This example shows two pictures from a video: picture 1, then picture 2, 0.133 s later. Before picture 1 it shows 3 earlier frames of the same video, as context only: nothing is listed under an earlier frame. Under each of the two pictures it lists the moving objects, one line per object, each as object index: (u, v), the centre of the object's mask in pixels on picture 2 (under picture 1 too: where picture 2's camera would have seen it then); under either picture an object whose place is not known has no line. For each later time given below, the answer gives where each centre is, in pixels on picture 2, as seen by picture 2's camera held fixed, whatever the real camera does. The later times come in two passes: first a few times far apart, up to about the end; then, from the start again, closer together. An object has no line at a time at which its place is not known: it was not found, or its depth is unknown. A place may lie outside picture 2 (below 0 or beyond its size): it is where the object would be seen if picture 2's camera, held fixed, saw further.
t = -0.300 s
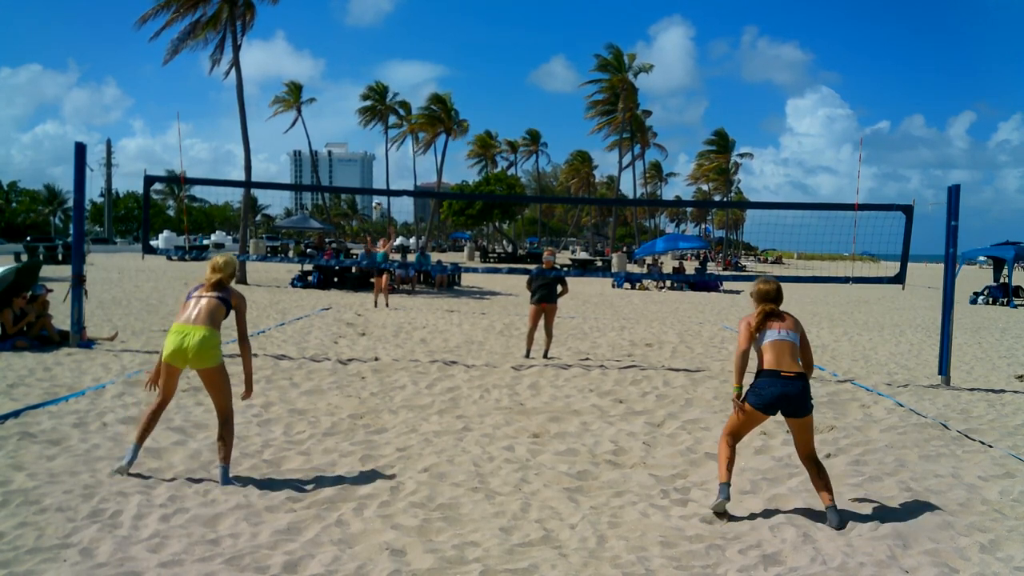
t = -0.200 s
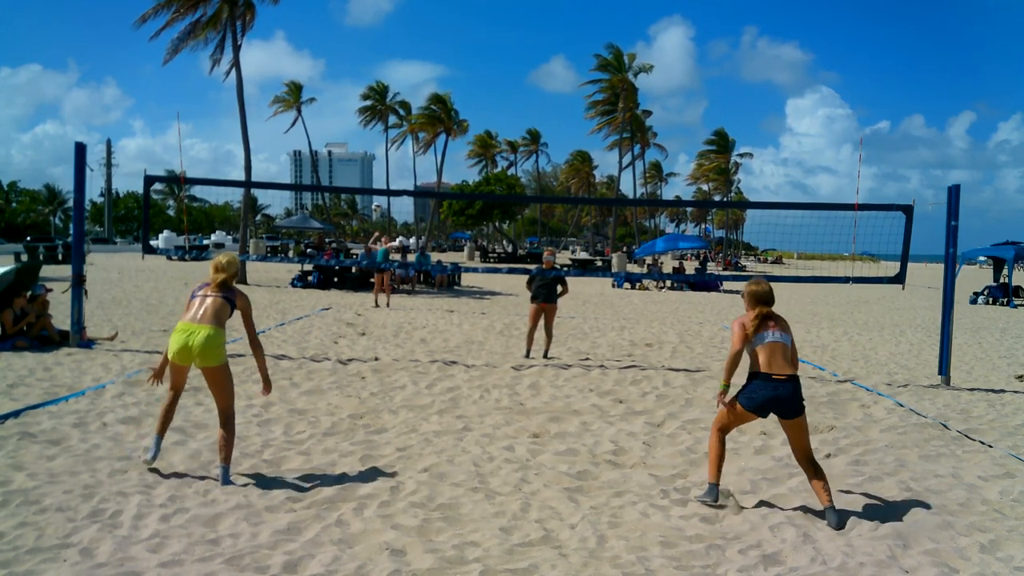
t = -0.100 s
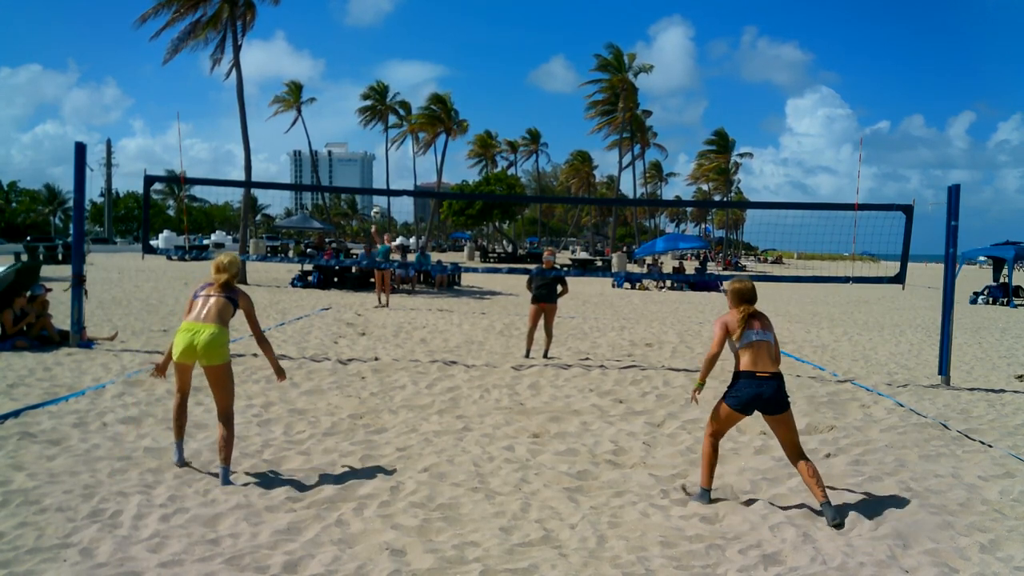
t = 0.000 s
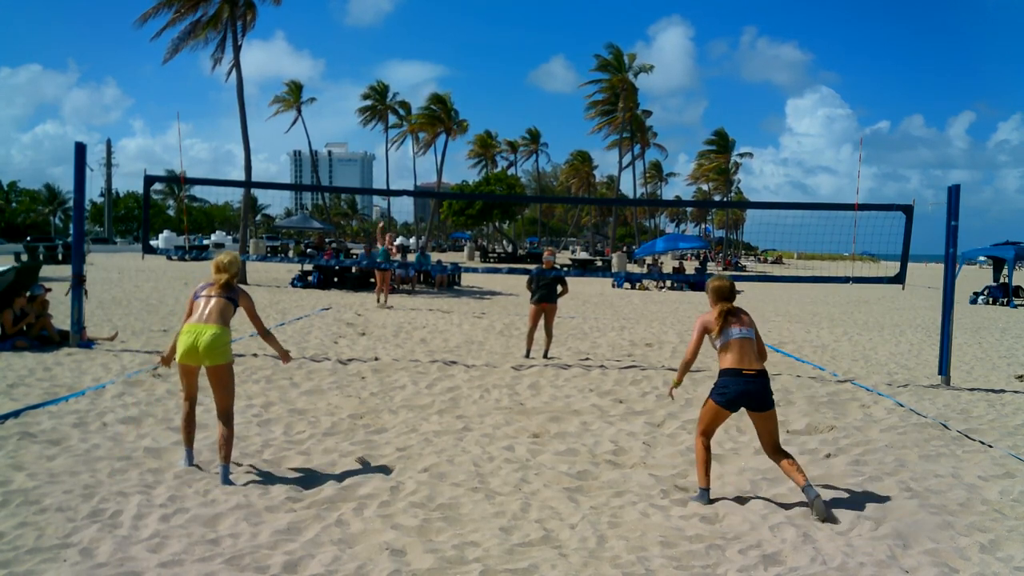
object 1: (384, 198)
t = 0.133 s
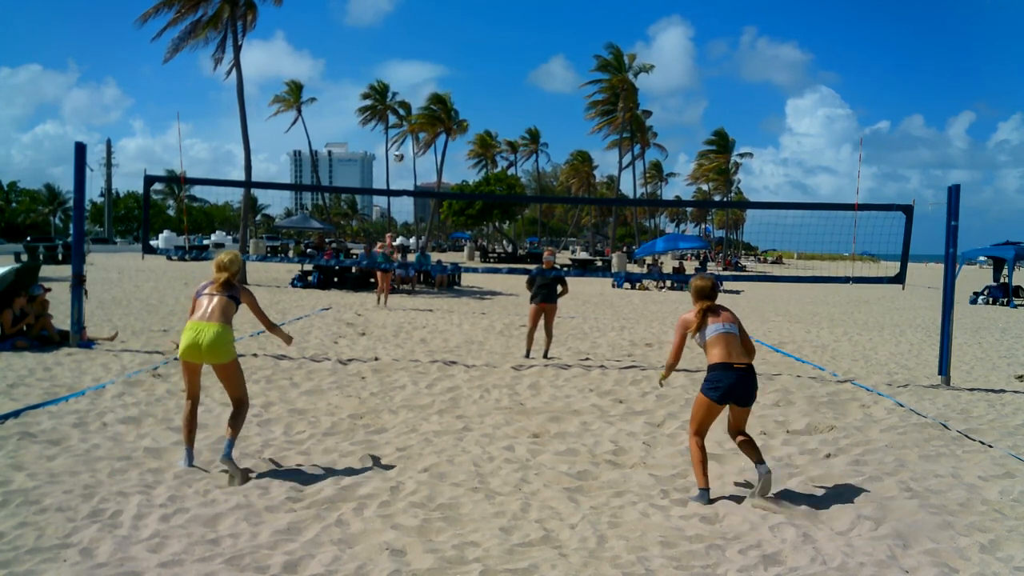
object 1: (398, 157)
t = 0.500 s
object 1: (430, 74)
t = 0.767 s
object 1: (449, 48)
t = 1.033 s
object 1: (459, 75)
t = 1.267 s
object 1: (458, 176)
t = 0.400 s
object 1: (423, 91)
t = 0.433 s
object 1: (425, 85)
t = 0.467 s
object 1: (428, 79)
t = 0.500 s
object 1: (430, 74)
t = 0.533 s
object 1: (433, 69)
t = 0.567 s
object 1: (435, 65)
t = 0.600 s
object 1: (438, 60)
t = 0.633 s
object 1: (441, 57)
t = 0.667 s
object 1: (443, 54)
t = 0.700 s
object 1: (445, 51)
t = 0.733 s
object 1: (447, 49)
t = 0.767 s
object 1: (449, 48)
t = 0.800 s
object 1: (451, 48)
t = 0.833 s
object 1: (453, 49)
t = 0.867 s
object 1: (455, 51)
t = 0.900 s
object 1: (456, 53)
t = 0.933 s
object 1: (457, 56)
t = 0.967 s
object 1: (458, 61)
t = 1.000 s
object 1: (458, 67)
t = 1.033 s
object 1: (459, 75)
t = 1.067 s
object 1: (459, 84)
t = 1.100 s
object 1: (459, 95)
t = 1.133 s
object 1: (459, 107)
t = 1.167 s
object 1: (459, 121)
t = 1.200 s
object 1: (459, 136)
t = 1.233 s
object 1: (458, 155)
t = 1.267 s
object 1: (458, 176)
